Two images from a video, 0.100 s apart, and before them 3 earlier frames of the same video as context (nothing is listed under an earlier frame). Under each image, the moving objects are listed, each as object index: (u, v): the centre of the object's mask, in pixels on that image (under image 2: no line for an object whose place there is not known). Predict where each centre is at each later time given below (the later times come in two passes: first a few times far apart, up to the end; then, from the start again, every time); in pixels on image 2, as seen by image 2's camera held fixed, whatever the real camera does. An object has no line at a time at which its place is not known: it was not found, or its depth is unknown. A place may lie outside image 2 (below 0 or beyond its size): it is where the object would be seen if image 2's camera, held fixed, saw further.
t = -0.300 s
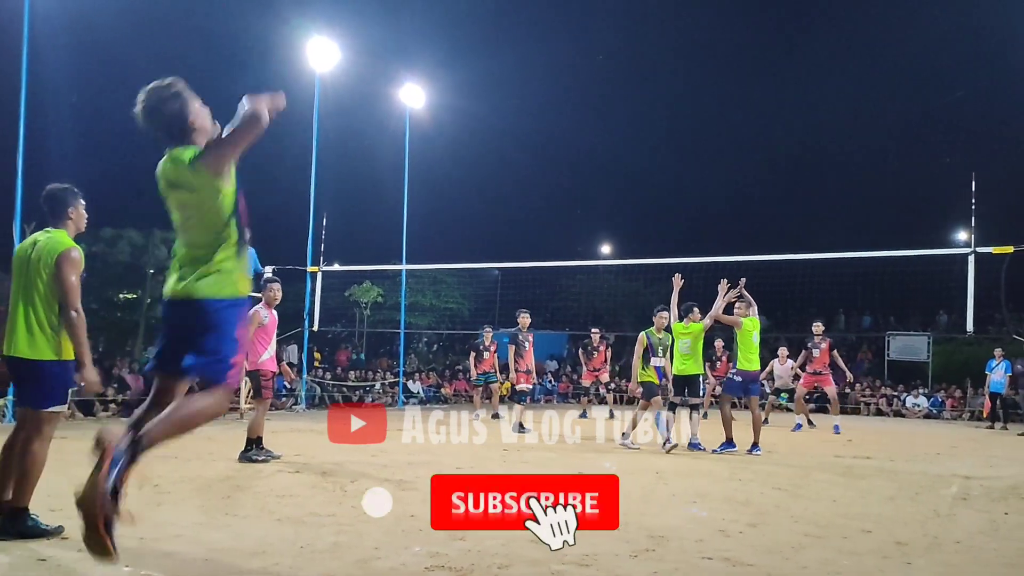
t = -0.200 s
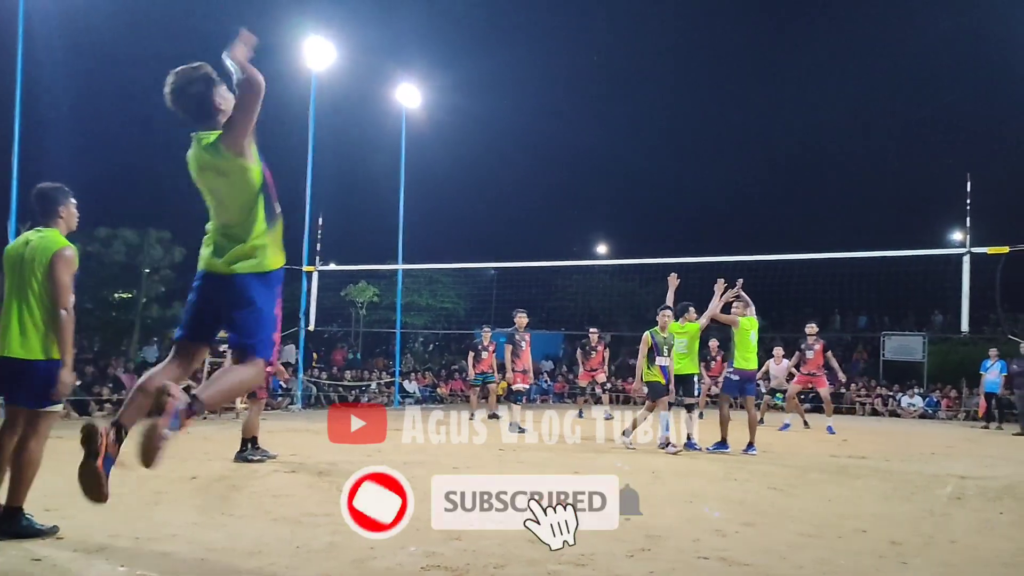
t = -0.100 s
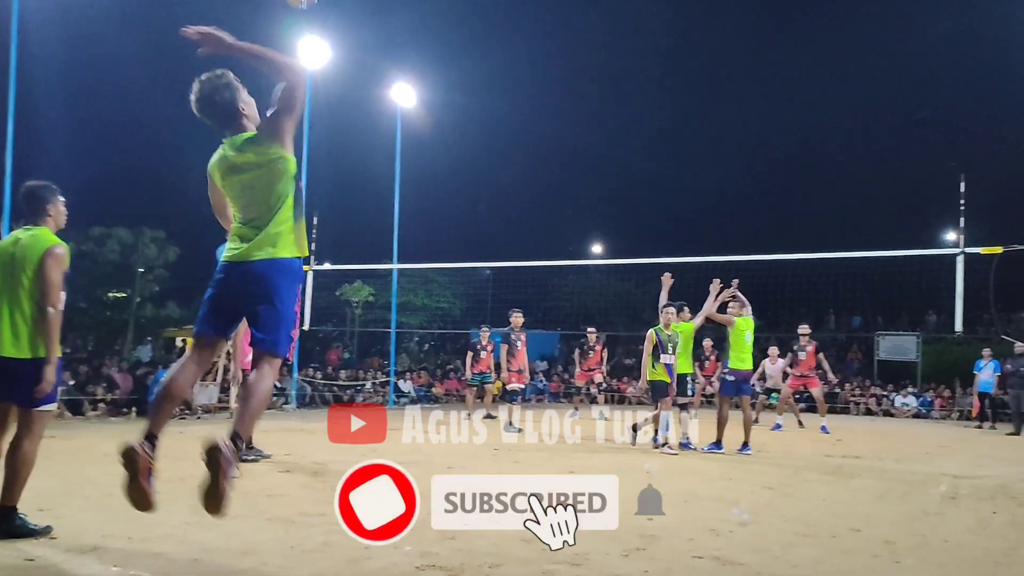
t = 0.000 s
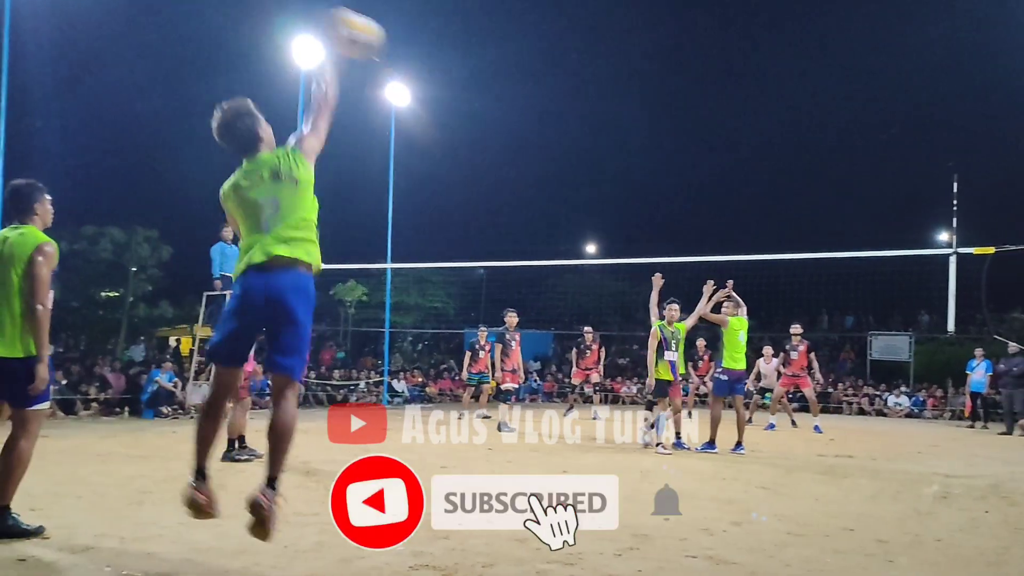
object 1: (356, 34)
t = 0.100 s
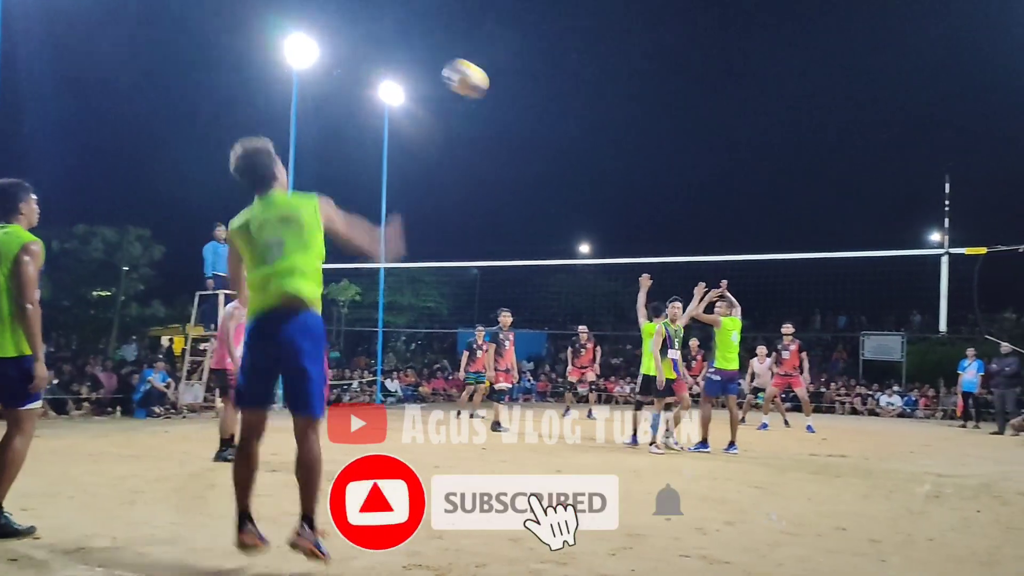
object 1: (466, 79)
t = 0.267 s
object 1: (573, 141)
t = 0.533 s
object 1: (648, 227)
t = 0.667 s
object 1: (668, 270)
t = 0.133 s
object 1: (493, 92)
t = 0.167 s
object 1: (518, 104)
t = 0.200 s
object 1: (538, 117)
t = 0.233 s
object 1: (557, 129)
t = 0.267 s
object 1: (573, 141)
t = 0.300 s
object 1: (587, 152)
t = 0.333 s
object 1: (599, 163)
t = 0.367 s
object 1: (610, 174)
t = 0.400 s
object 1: (620, 185)
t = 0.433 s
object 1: (628, 196)
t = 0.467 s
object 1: (635, 207)
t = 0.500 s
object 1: (642, 217)
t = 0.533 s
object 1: (648, 227)
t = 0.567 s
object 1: (654, 238)
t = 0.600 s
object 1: (659, 248)
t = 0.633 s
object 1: (663, 259)
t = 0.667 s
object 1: (668, 270)
